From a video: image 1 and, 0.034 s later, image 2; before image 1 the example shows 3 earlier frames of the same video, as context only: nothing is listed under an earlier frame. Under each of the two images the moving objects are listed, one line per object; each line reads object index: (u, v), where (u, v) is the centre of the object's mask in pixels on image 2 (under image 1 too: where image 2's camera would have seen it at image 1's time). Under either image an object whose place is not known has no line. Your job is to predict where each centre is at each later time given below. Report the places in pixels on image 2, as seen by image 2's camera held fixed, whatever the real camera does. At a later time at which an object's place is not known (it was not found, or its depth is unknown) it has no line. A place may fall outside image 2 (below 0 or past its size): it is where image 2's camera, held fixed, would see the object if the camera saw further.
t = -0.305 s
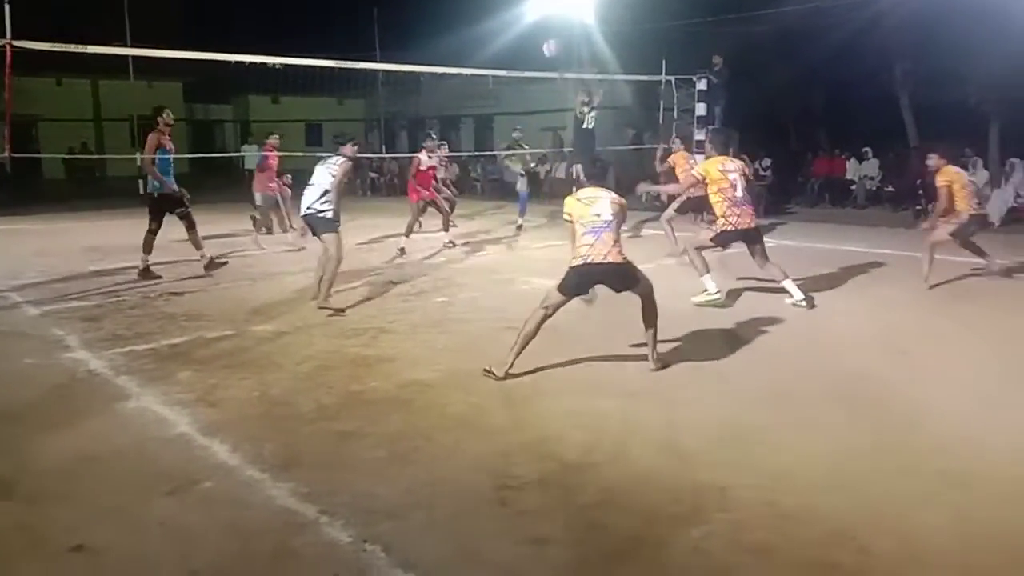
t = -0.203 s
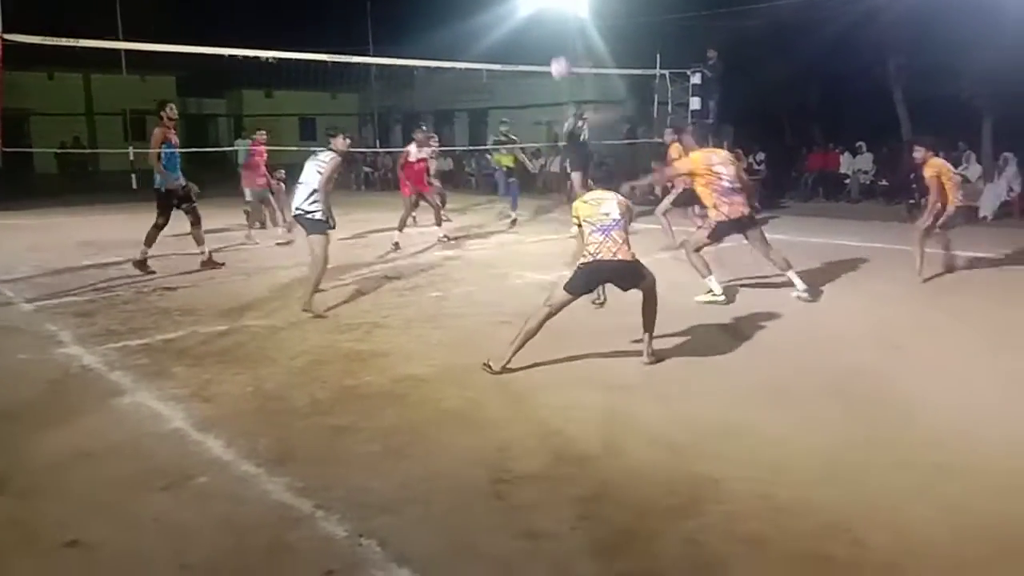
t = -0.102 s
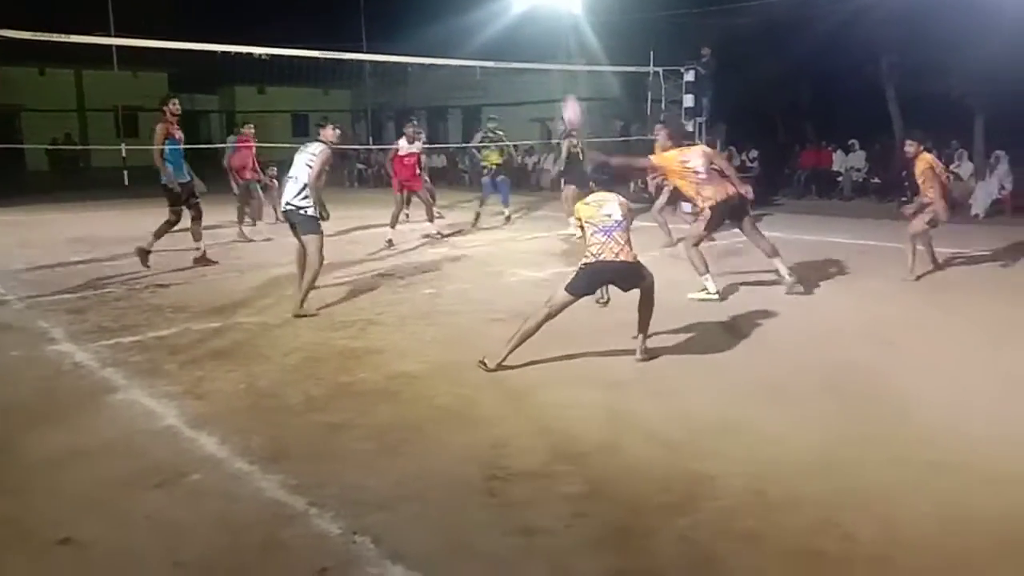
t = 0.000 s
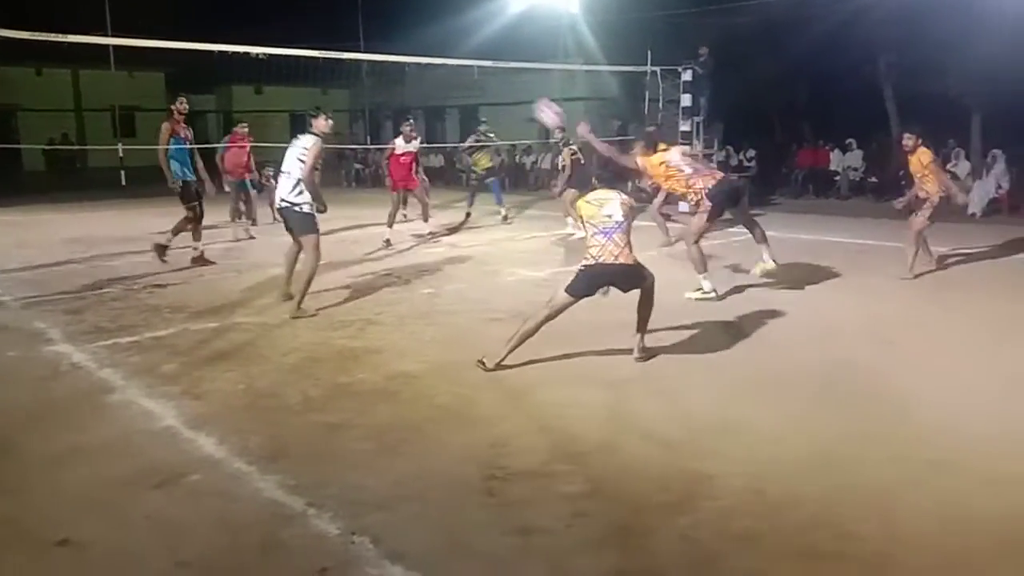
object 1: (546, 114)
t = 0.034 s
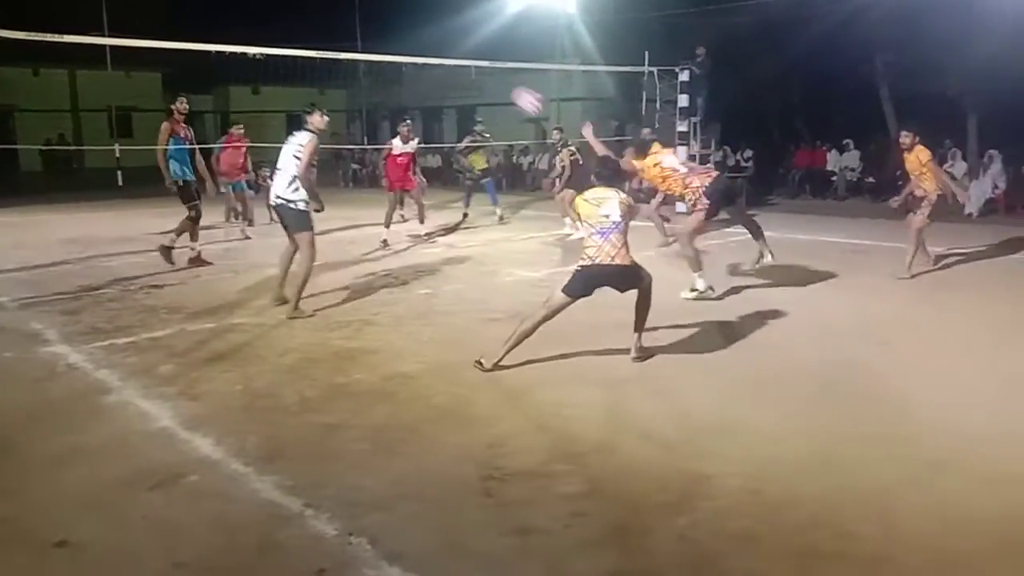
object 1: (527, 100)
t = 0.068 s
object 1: (510, 89)
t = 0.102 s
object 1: (493, 80)
